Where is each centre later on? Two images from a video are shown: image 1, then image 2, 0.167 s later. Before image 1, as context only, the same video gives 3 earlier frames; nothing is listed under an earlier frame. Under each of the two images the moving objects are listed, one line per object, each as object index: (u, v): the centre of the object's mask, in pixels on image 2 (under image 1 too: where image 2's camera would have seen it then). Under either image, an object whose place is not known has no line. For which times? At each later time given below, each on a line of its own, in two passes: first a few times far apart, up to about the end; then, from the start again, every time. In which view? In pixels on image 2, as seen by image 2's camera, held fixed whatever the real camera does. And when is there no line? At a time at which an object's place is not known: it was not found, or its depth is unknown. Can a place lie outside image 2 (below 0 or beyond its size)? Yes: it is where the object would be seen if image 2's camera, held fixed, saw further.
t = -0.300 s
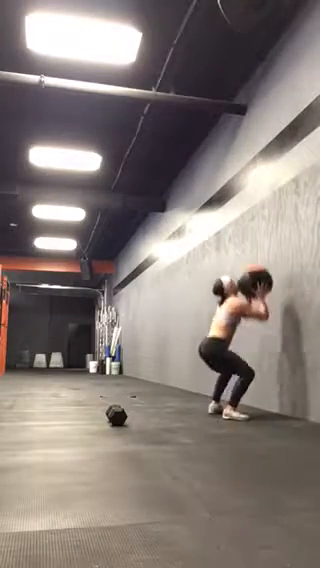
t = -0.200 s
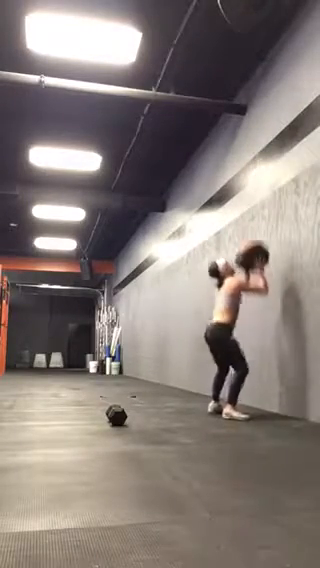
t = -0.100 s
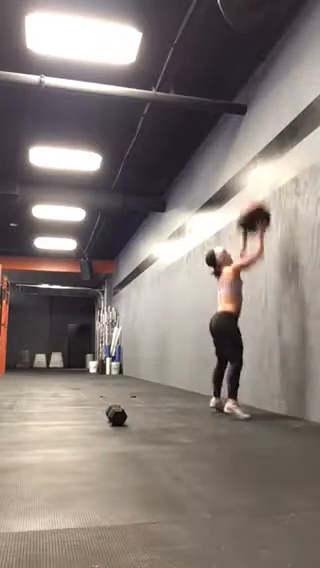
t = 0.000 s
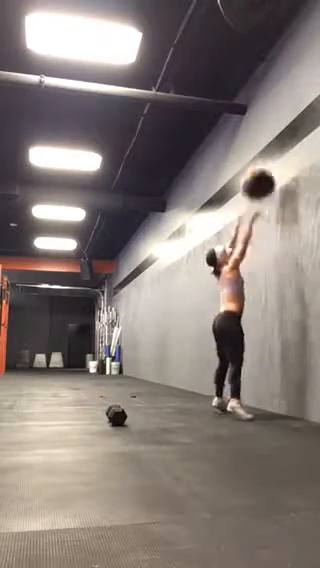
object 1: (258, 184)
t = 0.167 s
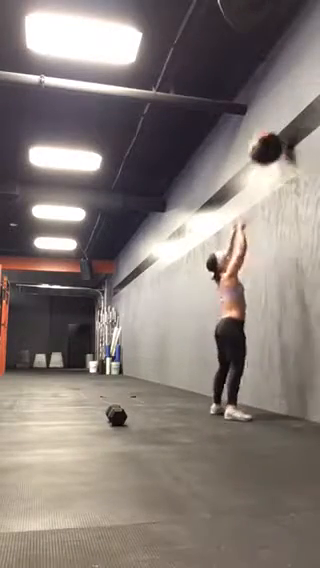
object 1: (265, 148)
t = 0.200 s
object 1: (267, 144)
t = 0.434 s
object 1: (265, 142)
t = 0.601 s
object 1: (261, 169)
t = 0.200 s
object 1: (267, 144)
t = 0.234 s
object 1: (268, 141)
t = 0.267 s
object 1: (268, 139)
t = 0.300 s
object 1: (268, 138)
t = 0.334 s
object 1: (268, 138)
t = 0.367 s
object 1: (267, 138)
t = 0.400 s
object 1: (266, 140)
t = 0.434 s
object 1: (265, 142)
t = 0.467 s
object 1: (264, 145)
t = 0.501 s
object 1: (263, 150)
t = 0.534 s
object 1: (263, 155)
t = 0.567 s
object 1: (262, 162)
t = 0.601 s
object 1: (261, 169)
